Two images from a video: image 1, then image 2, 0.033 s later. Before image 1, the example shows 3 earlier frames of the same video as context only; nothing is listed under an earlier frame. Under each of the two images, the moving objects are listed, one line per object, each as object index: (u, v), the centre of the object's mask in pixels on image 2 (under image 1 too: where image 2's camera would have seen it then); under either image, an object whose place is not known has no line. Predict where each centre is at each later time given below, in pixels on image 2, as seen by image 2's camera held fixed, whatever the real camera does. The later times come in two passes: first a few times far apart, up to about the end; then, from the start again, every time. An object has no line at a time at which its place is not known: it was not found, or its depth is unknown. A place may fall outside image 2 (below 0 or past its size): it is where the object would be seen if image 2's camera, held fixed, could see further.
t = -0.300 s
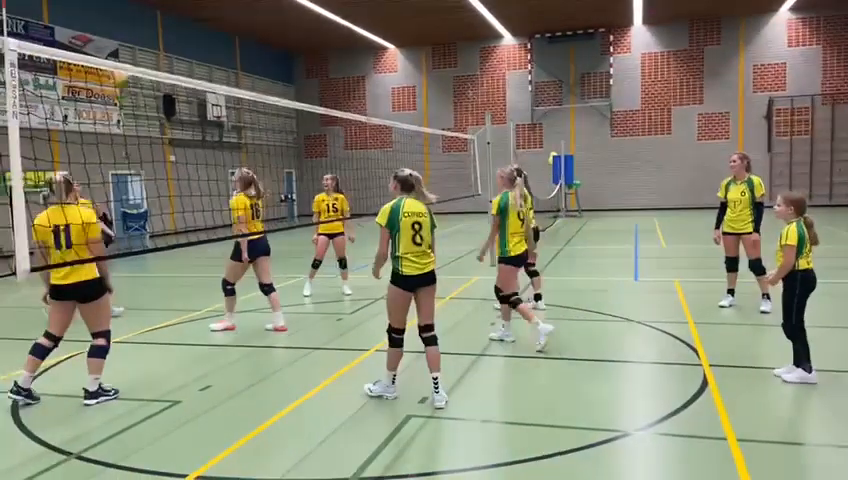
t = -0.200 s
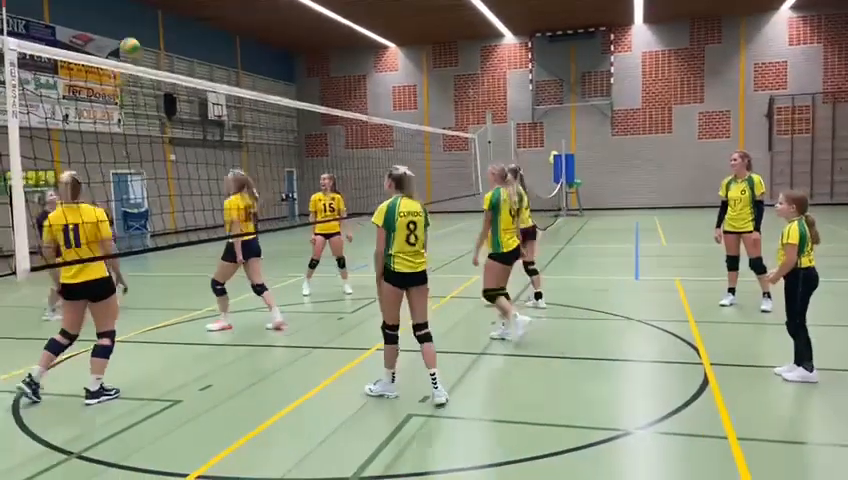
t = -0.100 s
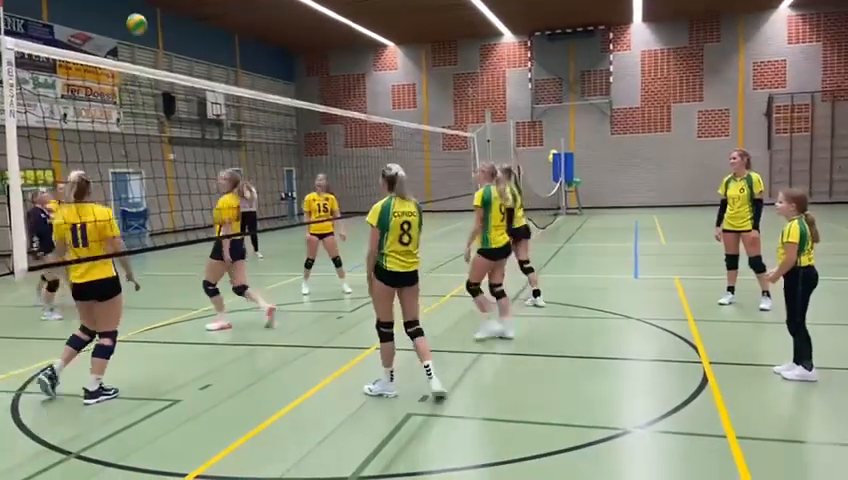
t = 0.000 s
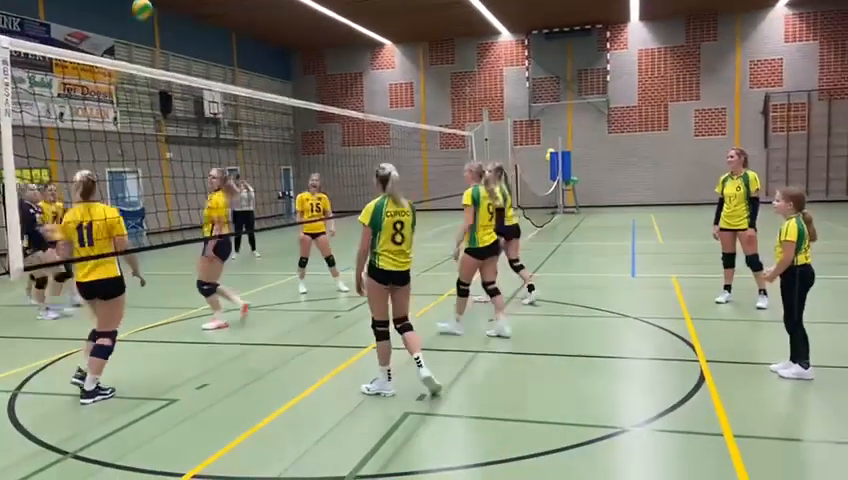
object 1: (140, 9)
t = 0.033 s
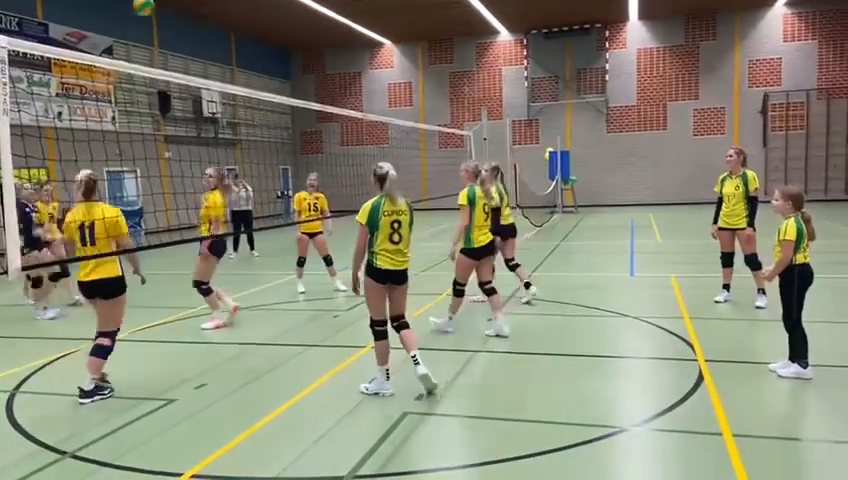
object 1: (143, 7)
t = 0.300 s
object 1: (173, 21)
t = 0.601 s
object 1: (212, 124)
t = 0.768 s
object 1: (237, 218)
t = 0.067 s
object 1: (147, 7)
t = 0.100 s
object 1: (150, 8)
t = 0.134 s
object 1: (154, 8)
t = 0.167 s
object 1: (157, 9)
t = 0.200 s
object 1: (161, 10)
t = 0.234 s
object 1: (165, 12)
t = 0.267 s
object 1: (169, 16)
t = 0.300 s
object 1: (173, 21)
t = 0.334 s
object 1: (177, 28)
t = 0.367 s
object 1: (181, 36)
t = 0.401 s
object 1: (186, 45)
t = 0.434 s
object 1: (190, 54)
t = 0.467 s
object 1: (195, 65)
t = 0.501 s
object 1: (198, 73)
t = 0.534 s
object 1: (202, 94)
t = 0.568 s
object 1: (205, 109)
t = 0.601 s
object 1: (212, 124)
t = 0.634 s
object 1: (216, 139)
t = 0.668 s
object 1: (221, 156)
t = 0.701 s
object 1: (226, 175)
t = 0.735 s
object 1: (231, 194)
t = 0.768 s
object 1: (237, 218)
